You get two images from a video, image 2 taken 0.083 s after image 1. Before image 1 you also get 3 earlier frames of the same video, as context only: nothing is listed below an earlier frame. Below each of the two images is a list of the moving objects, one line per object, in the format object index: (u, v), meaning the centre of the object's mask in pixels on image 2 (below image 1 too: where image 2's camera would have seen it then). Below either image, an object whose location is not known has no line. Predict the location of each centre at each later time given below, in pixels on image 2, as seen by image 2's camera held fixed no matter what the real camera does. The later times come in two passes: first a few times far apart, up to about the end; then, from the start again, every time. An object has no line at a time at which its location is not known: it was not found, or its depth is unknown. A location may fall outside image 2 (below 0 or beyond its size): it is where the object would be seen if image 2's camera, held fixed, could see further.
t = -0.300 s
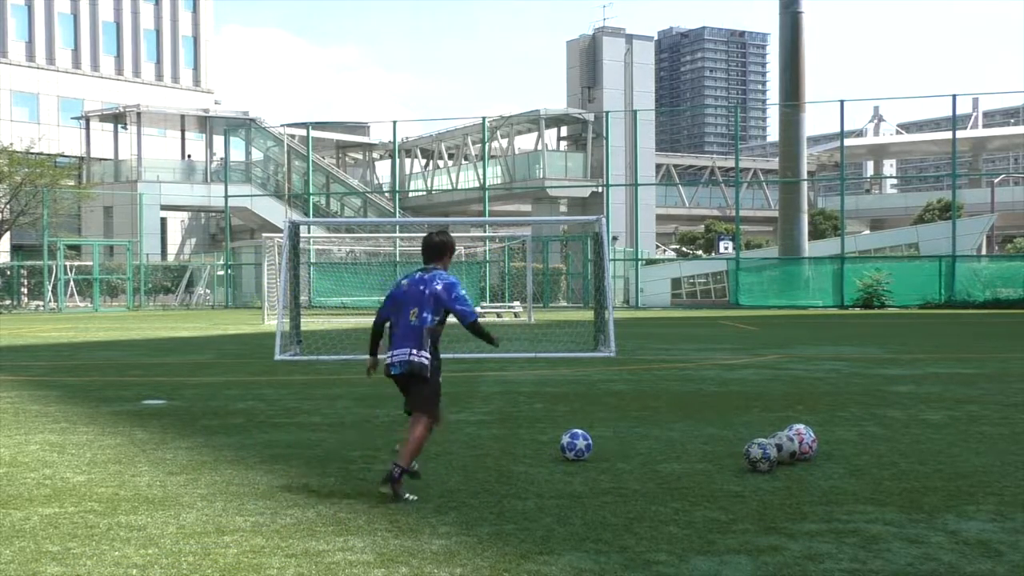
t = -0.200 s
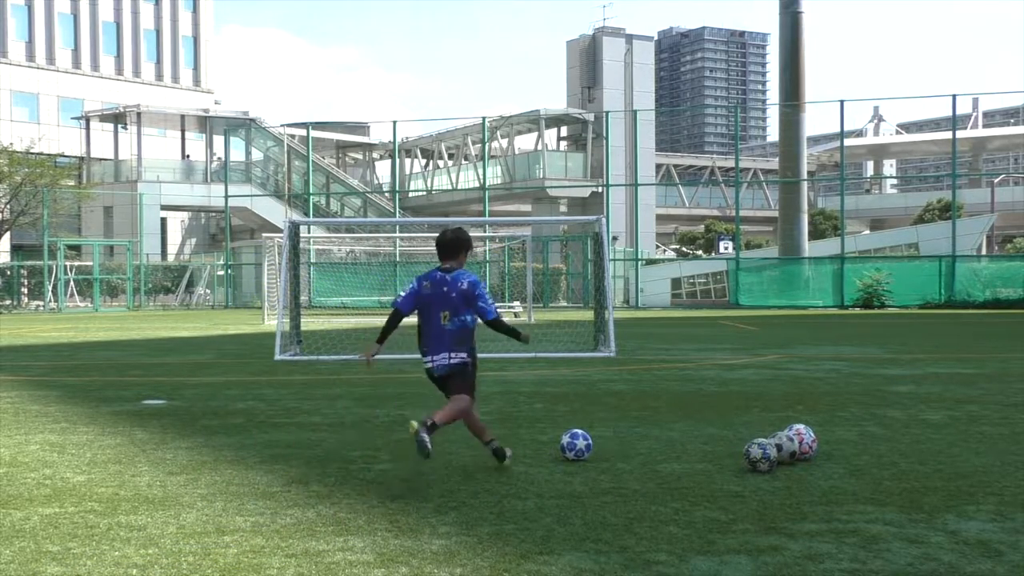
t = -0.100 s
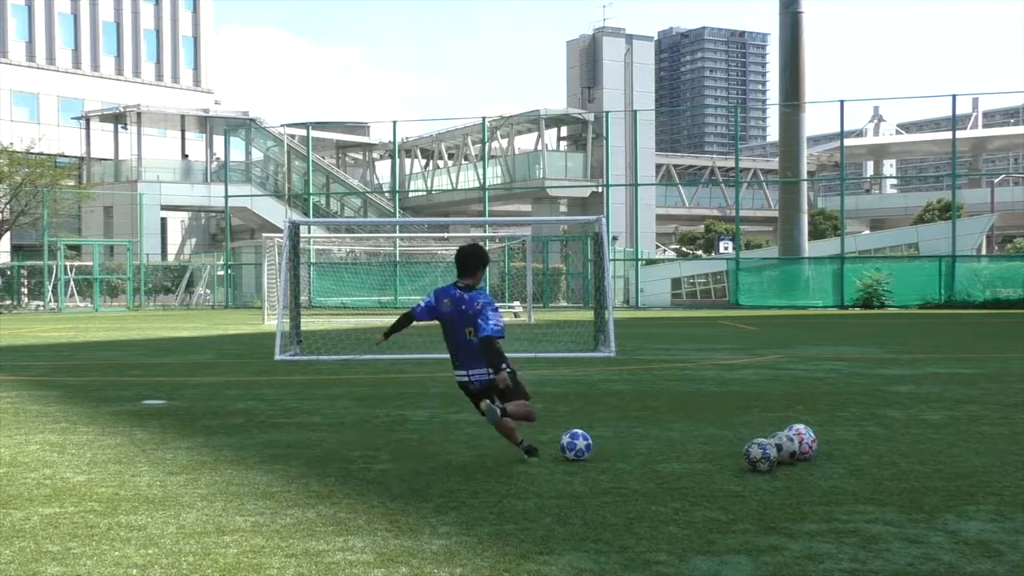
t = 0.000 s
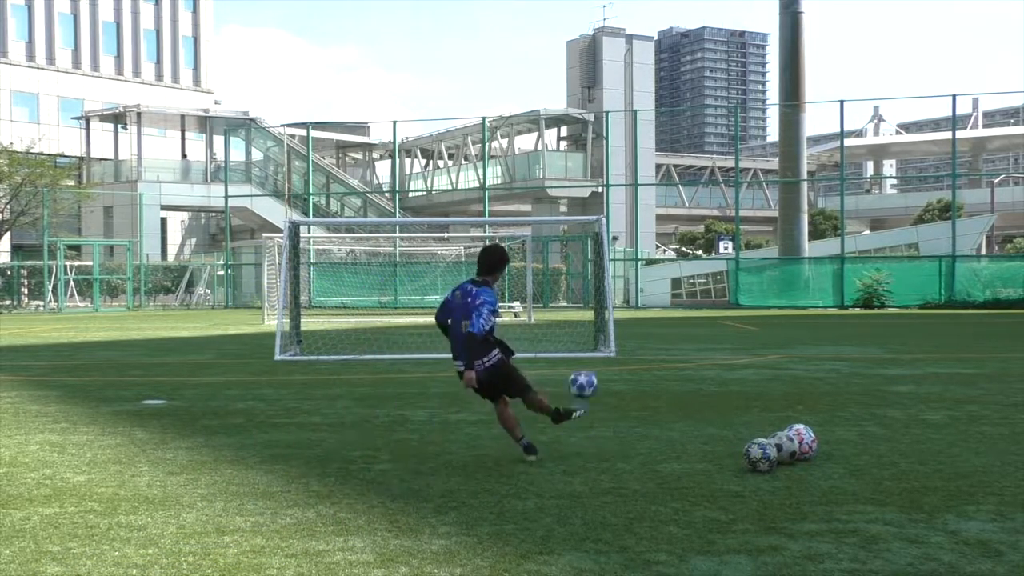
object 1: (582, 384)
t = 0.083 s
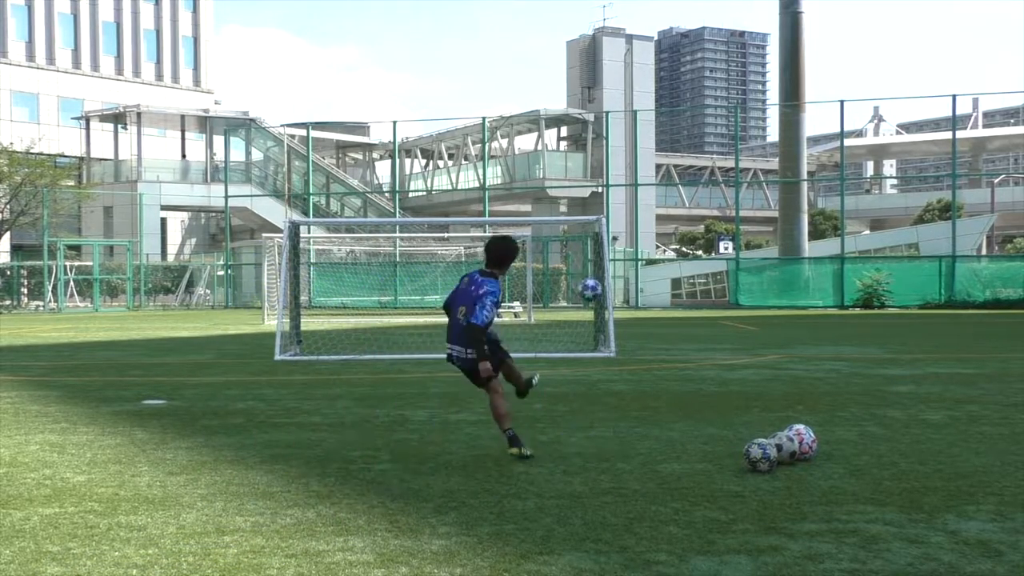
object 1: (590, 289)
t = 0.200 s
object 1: (589, 214)
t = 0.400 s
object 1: (574, 161)
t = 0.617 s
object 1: (553, 153)
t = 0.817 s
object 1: (532, 168)
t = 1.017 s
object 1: (510, 196)
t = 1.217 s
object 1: (489, 230)
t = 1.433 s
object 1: (473, 270)
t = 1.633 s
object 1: (474, 296)
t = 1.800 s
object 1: (471, 295)
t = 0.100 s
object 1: (591, 275)
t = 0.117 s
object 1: (592, 263)
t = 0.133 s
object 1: (591, 251)
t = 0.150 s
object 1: (591, 240)
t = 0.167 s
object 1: (590, 231)
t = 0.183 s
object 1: (590, 221)
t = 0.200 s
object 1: (589, 214)
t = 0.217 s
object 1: (589, 206)
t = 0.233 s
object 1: (588, 200)
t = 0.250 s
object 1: (587, 194)
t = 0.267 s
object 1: (587, 188)
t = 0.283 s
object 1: (584, 184)
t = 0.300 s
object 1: (583, 179)
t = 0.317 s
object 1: (582, 175)
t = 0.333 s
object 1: (581, 172)
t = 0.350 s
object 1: (579, 169)
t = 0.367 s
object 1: (577, 166)
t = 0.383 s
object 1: (576, 164)
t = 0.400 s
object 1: (574, 161)
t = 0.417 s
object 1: (572, 160)
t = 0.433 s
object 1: (571, 158)
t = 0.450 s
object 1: (569, 157)
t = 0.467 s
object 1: (568, 155)
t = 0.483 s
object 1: (567, 154)
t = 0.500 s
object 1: (565, 153)
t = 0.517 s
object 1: (564, 152)
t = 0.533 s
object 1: (563, 152)
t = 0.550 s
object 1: (560, 152)
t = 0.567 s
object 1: (559, 152)
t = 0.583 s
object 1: (556, 152)
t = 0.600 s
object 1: (554, 153)
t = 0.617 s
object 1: (553, 153)
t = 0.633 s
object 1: (552, 153)
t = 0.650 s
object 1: (550, 154)
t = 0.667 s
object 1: (548, 155)
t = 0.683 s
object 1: (546, 156)
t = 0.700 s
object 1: (544, 158)
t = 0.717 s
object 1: (543, 159)
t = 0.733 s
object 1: (541, 160)
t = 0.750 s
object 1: (538, 161)
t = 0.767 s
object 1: (537, 163)
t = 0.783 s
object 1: (535, 165)
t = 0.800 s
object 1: (533, 166)
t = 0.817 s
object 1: (532, 168)
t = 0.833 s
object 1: (530, 171)
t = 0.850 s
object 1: (528, 173)
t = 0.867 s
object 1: (526, 175)
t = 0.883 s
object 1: (524, 177)
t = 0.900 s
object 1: (522, 178)
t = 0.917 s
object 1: (521, 180)
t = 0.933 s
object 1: (519, 184)
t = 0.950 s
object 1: (517, 186)
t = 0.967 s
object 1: (516, 187)
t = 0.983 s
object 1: (513, 191)
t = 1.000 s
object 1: (512, 192)
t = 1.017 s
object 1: (510, 196)
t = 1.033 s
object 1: (508, 197)
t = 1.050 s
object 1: (507, 200)
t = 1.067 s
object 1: (504, 203)
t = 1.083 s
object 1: (503, 207)
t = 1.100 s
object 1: (501, 209)
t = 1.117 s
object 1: (499, 212)
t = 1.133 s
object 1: (494, 214)
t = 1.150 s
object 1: (495, 215)
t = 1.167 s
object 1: (493, 214)
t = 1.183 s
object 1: (494, 214)
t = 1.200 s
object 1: (491, 228)
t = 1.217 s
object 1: (489, 230)
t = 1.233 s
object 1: (487, 234)
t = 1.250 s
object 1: (486, 235)
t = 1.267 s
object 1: (484, 239)
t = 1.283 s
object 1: (483, 242)
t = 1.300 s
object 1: (481, 247)
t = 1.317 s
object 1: (480, 250)
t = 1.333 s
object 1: (478, 252)
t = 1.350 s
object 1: (476, 257)
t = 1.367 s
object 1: (476, 260)
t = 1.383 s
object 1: (475, 262)
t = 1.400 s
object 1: (474, 266)
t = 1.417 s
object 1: (473, 268)
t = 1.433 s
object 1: (473, 270)
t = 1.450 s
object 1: (473, 272)
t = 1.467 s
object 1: (473, 274)
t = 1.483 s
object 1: (473, 276)
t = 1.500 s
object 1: (473, 278)
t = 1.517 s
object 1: (473, 281)
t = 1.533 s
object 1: (473, 282)
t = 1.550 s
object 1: (473, 284)
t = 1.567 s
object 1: (473, 286)
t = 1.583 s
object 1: (473, 288)
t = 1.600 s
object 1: (473, 291)
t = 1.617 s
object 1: (474, 293)
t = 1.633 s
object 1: (474, 296)
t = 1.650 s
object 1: (475, 299)
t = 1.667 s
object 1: (475, 302)
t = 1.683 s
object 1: (475, 304)
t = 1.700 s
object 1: (476, 306)
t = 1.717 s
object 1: (475, 304)
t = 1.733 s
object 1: (474, 302)
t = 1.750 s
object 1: (473, 300)
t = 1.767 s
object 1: (473, 298)
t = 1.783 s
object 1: (472, 296)
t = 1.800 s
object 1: (471, 295)
